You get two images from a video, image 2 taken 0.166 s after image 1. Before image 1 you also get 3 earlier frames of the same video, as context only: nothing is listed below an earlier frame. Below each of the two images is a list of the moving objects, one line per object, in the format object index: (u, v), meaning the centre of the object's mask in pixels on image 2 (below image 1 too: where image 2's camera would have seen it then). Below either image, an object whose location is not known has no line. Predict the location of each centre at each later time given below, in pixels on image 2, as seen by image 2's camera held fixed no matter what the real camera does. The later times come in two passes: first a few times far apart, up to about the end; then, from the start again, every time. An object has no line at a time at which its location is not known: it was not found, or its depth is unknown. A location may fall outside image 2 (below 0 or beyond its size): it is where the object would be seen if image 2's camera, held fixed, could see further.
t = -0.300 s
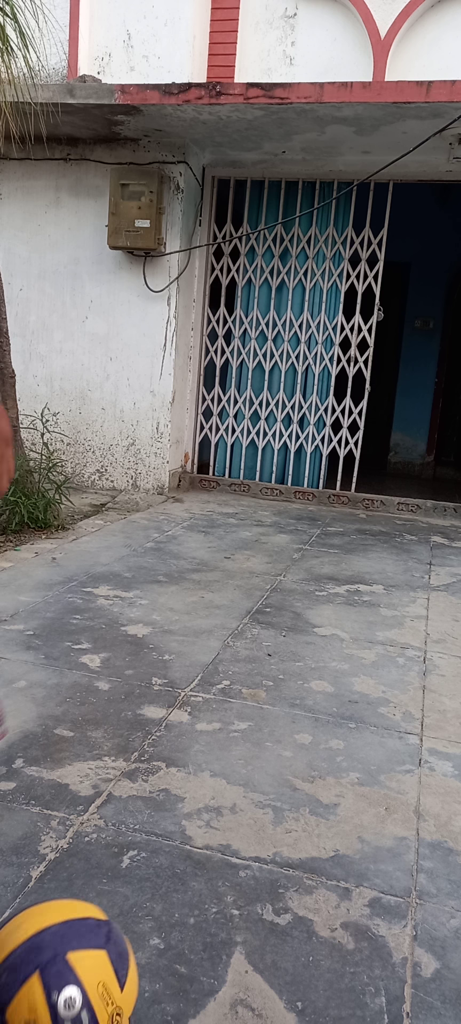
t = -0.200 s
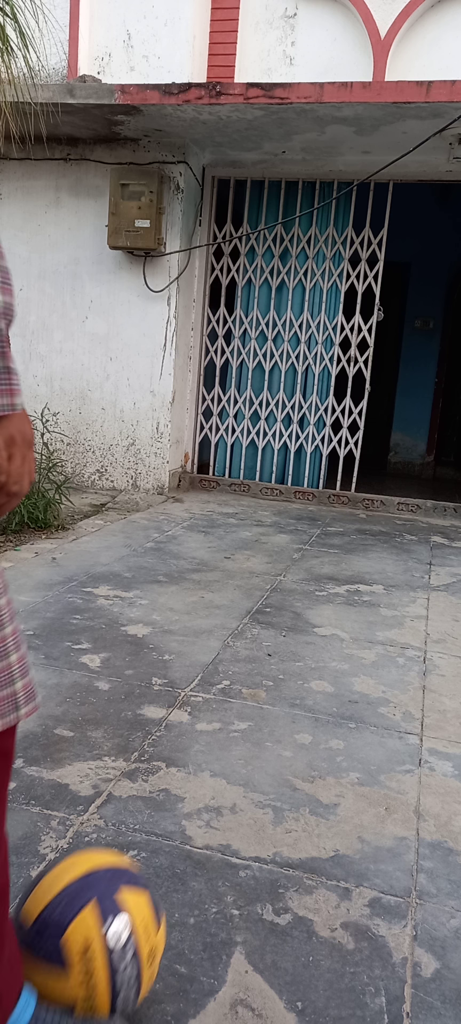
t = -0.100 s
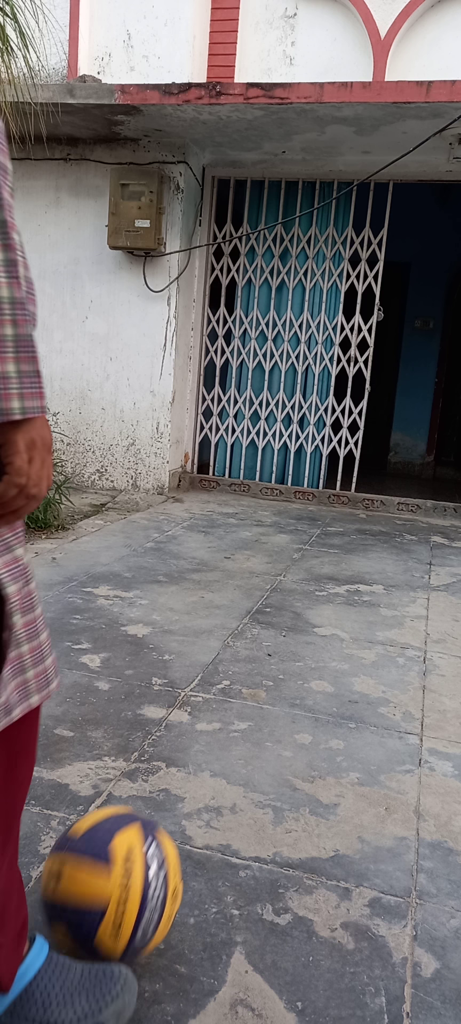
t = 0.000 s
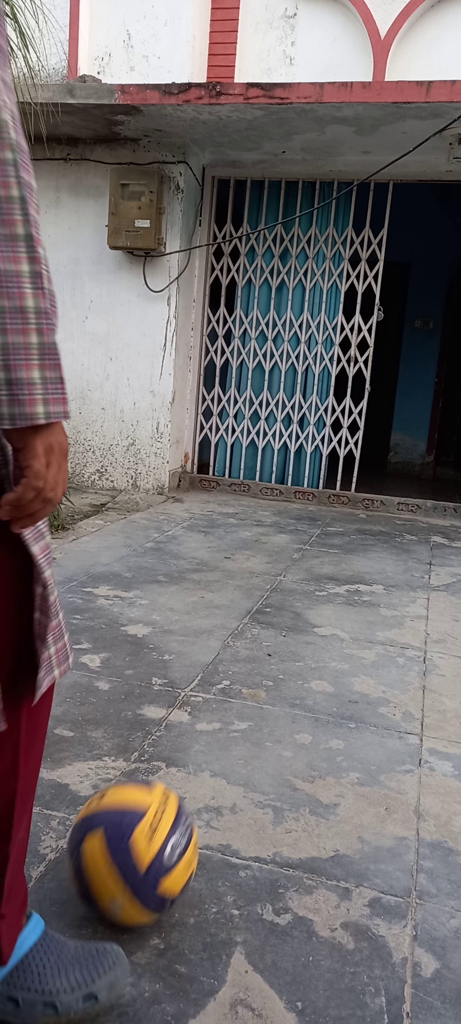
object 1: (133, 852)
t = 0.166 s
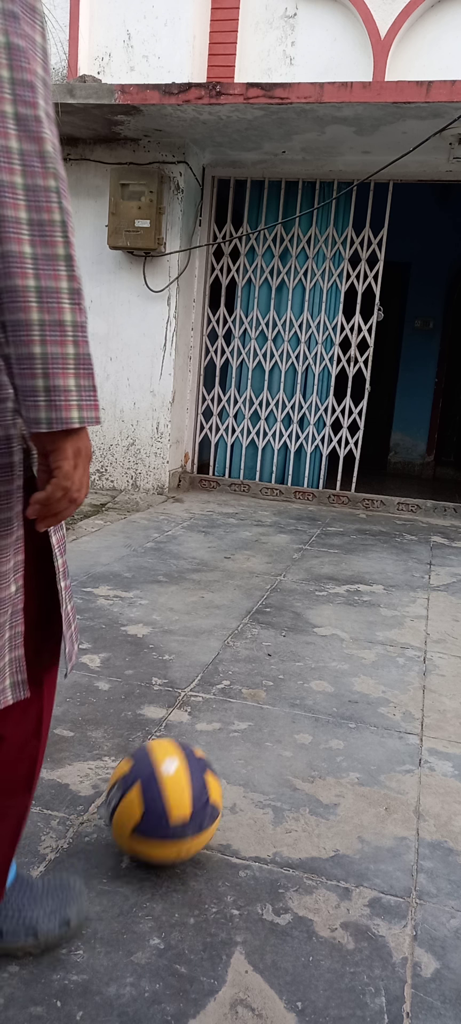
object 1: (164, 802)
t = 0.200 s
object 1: (170, 792)
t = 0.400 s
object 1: (197, 752)
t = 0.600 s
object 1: (220, 721)
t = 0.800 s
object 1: (240, 694)
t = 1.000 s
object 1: (258, 673)
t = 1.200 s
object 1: (275, 655)
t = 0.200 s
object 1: (170, 792)
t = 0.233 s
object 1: (175, 785)
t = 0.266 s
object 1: (180, 779)
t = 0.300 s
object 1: (185, 772)
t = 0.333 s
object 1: (190, 766)
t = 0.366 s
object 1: (194, 759)
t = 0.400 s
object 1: (197, 752)
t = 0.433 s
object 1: (201, 747)
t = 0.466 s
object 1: (205, 741)
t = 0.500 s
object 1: (210, 736)
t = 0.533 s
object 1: (213, 731)
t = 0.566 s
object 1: (217, 727)
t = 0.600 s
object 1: (220, 721)
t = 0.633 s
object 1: (224, 716)
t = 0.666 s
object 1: (227, 712)
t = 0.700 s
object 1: (230, 707)
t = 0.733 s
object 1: (233, 703)
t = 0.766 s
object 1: (237, 699)
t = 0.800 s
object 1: (240, 694)
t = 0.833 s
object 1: (243, 691)
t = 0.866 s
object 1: (246, 687)
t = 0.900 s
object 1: (249, 683)
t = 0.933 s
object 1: (252, 680)
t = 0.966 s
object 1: (255, 677)
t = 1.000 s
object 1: (258, 673)
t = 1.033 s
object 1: (261, 669)
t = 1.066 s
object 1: (264, 666)
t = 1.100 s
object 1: (267, 663)
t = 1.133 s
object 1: (270, 661)
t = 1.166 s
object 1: (273, 658)
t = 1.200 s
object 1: (275, 655)
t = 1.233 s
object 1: (278, 653)
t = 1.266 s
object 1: (280, 650)
